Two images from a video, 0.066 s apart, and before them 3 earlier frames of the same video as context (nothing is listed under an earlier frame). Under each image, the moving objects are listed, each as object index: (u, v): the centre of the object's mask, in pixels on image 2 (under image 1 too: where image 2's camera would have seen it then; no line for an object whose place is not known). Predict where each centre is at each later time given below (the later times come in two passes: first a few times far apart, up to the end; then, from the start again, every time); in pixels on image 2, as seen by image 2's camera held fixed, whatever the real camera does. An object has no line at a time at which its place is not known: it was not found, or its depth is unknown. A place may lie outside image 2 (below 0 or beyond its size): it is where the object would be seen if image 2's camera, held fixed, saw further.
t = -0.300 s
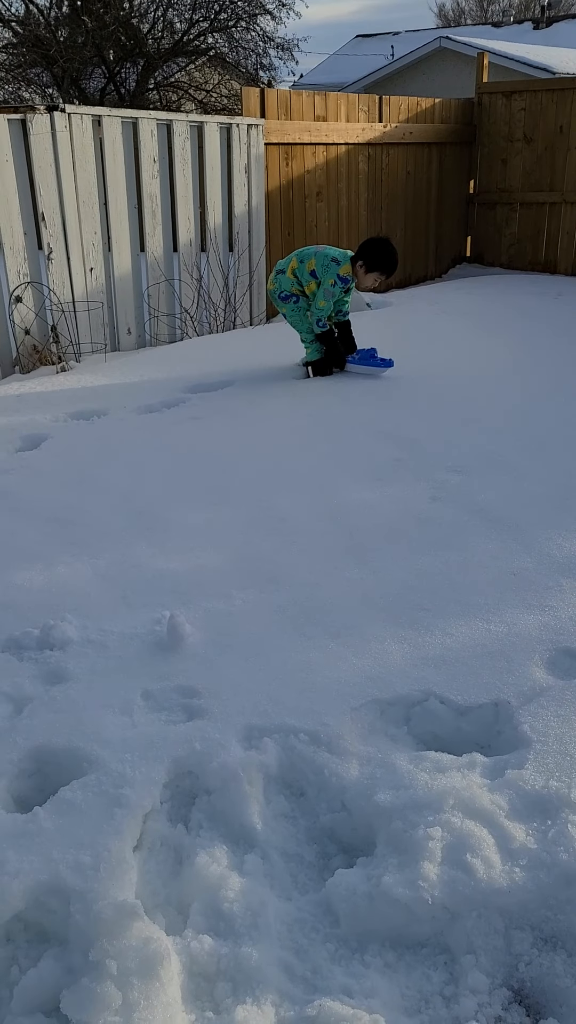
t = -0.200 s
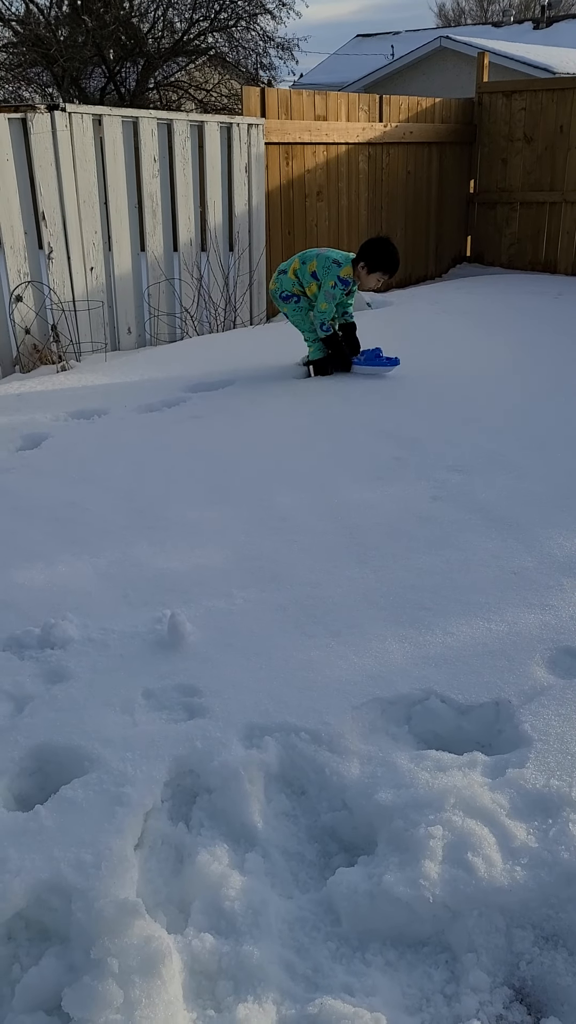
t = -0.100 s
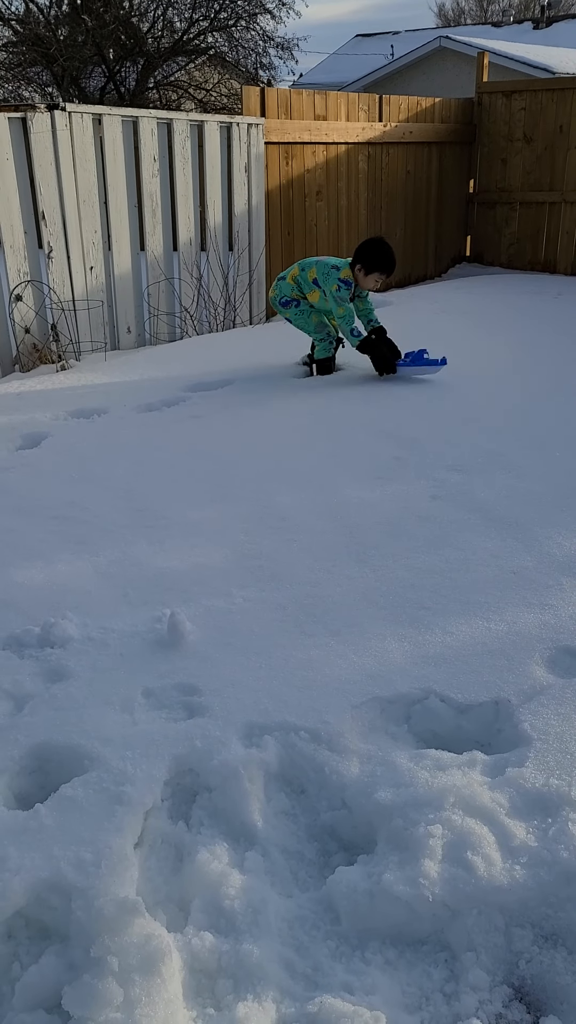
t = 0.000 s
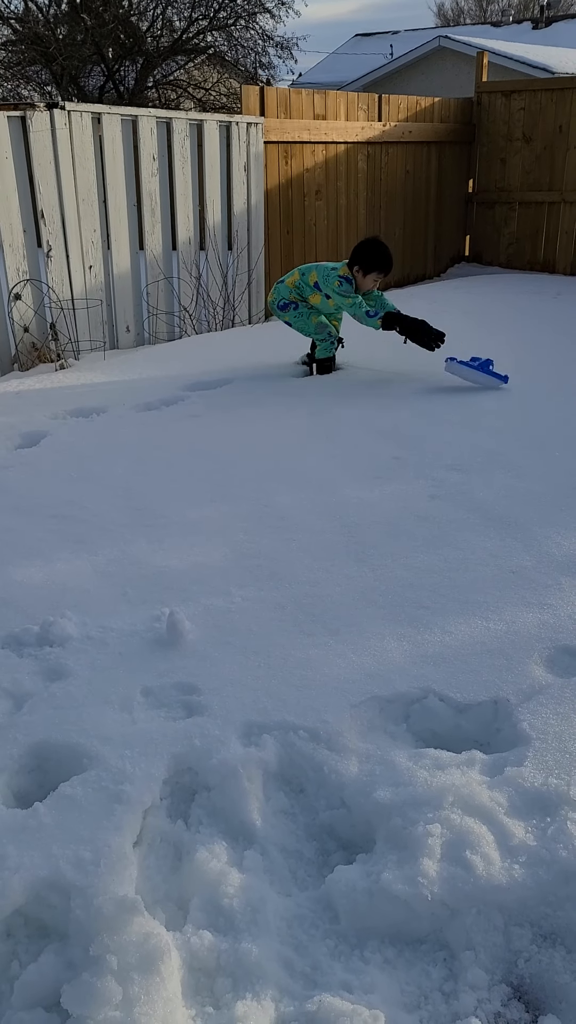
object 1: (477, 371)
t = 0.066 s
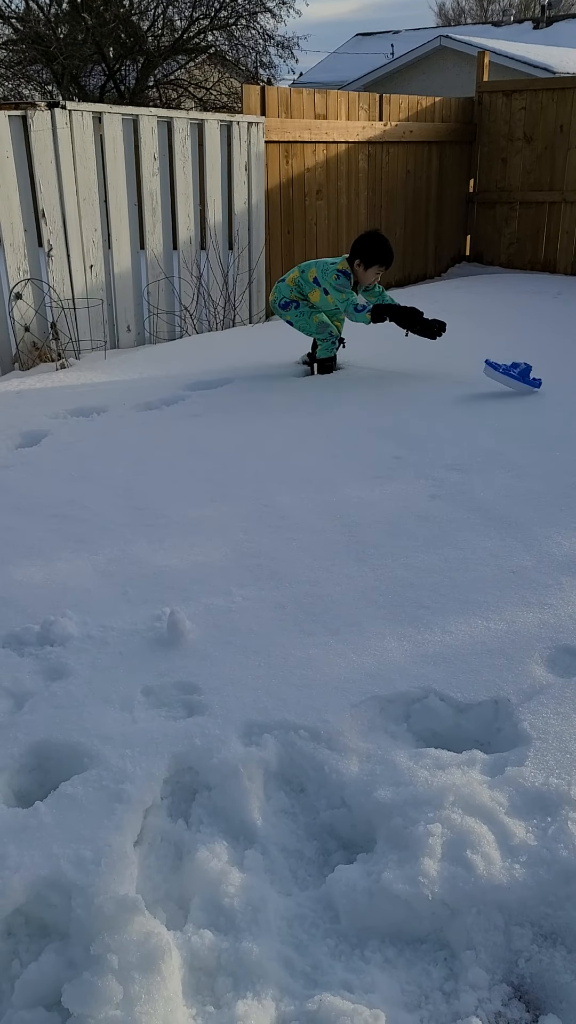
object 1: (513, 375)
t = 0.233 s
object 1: (576, 388)
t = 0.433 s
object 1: (635, 396)
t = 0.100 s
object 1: (529, 379)
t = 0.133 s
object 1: (545, 382)
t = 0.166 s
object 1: (559, 386)
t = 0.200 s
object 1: (568, 387)
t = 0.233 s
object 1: (576, 388)
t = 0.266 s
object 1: (585, 389)
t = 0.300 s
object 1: (594, 393)
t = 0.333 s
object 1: (603, 395)
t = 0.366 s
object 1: (612, 397)
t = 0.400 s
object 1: (624, 396)
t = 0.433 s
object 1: (635, 396)
